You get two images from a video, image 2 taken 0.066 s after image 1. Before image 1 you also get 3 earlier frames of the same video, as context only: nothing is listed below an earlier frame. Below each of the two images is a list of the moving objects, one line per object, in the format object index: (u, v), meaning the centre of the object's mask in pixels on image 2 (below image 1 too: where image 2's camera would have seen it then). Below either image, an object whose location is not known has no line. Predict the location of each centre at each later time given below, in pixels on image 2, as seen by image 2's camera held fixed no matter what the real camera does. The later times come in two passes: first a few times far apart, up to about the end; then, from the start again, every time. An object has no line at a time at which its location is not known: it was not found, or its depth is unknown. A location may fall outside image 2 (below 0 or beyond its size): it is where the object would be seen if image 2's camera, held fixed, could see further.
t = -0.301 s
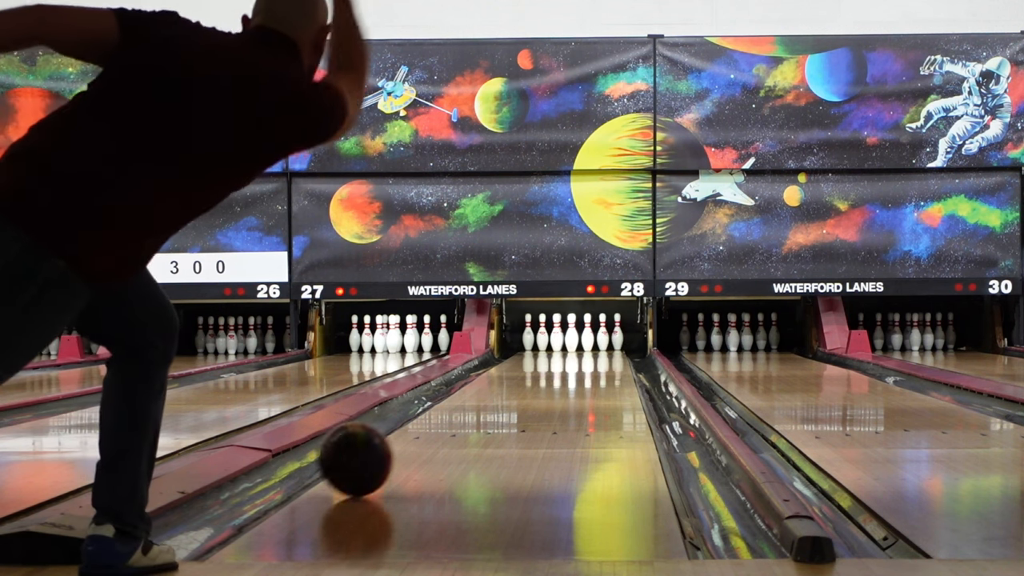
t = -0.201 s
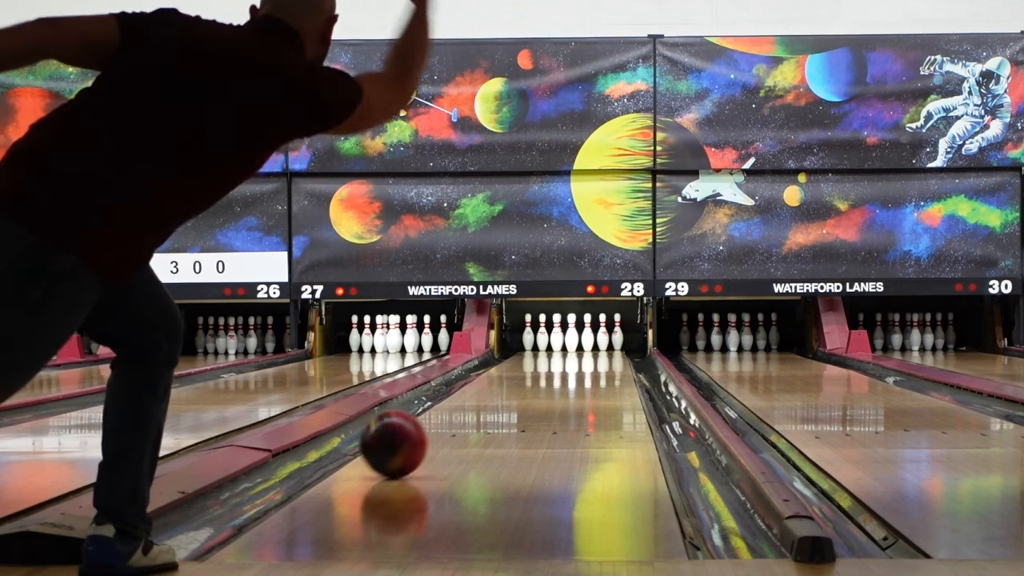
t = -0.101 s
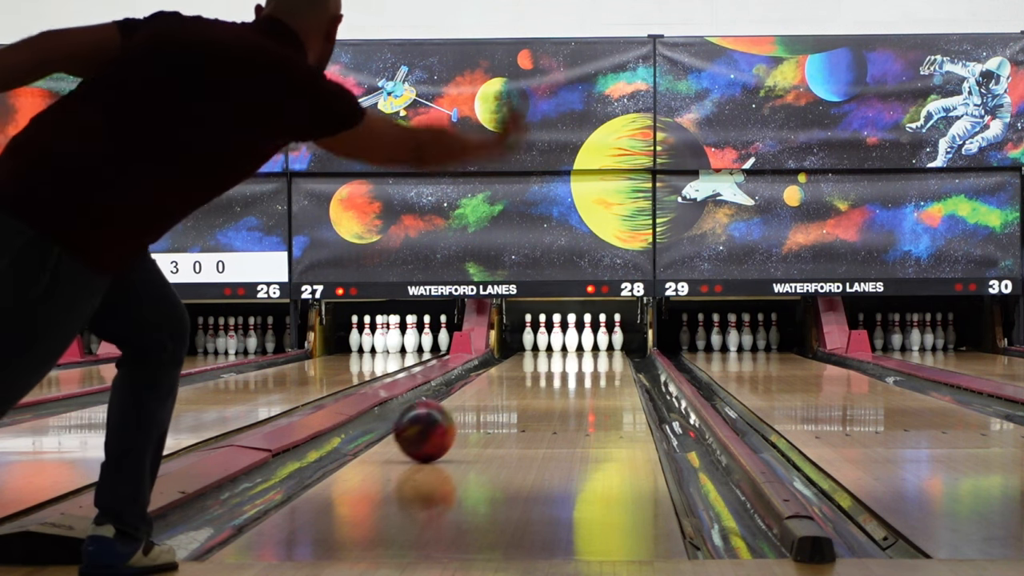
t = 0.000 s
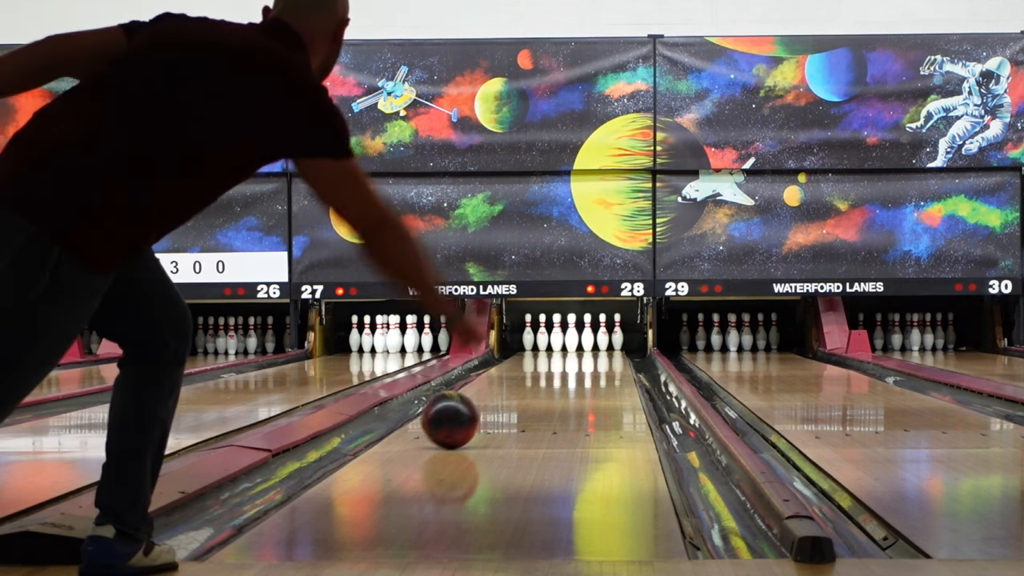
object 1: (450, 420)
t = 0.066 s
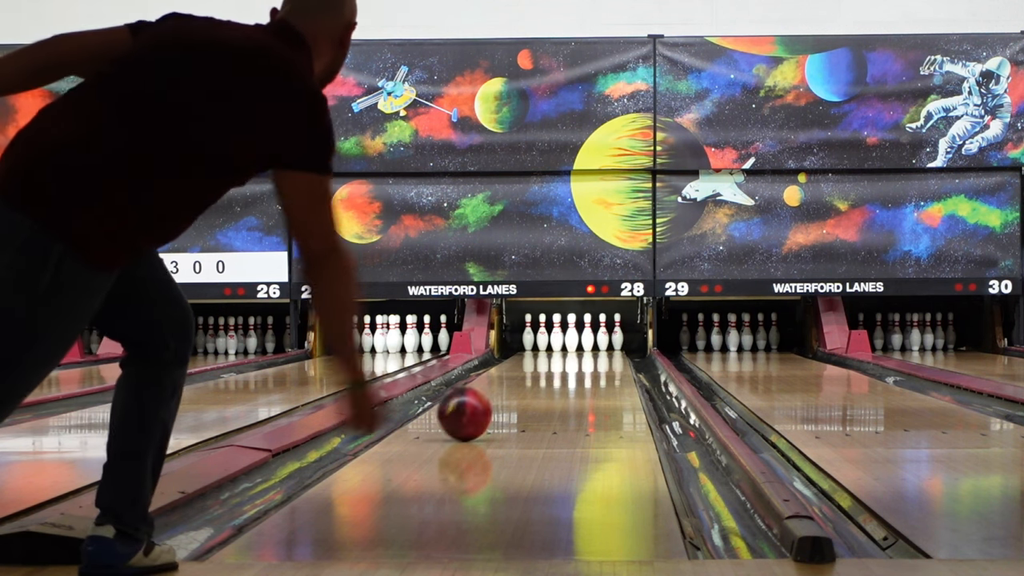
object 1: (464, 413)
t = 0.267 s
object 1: (500, 399)
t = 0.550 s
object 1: (536, 382)
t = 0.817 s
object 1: (560, 371)
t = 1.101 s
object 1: (577, 362)
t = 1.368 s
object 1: (587, 355)
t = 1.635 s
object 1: (592, 351)
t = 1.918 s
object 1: (591, 346)
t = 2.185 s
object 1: (580, 343)
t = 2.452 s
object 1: (571, 340)
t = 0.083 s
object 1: (468, 412)
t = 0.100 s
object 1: (471, 410)
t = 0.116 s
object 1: (474, 409)
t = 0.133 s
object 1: (477, 407)
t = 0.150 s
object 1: (481, 406)
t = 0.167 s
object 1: (484, 405)
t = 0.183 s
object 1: (487, 404)
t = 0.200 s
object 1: (490, 403)
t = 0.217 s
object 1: (492, 402)
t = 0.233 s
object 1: (495, 401)
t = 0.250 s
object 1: (498, 400)
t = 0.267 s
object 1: (500, 399)
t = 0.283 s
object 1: (503, 398)
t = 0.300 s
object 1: (505, 397)
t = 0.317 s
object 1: (508, 395)
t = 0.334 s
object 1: (510, 394)
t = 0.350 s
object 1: (513, 393)
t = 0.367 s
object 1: (515, 392)
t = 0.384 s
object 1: (517, 391)
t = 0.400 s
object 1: (519, 390)
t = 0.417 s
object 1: (521, 389)
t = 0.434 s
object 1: (523, 388)
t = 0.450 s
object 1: (525, 388)
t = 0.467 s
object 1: (527, 387)
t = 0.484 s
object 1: (529, 386)
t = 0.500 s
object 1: (531, 385)
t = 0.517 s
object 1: (533, 384)
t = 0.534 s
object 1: (534, 383)
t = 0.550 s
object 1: (536, 382)
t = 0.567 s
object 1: (538, 381)
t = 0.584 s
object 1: (540, 380)
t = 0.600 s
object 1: (541, 380)
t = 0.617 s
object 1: (543, 379)
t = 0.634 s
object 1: (545, 378)
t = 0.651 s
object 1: (546, 377)
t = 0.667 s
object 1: (547, 377)
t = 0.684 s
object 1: (549, 376)
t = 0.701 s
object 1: (550, 375)
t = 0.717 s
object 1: (552, 375)
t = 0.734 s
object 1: (553, 374)
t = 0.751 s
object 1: (554, 373)
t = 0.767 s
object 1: (556, 373)
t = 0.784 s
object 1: (557, 372)
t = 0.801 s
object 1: (558, 371)
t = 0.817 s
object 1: (560, 371)
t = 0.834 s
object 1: (561, 370)
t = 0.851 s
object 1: (562, 370)
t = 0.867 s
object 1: (563, 369)
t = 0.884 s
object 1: (564, 368)
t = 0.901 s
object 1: (565, 368)
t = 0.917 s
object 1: (566, 367)
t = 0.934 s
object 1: (567, 367)
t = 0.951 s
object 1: (568, 366)
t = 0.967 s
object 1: (569, 366)
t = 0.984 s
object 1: (570, 365)
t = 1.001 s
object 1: (571, 365)
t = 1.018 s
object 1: (572, 364)
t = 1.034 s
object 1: (573, 364)
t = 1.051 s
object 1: (574, 363)
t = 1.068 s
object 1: (575, 363)
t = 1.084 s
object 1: (576, 362)
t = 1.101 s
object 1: (577, 362)
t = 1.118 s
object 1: (577, 361)
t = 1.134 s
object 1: (578, 361)
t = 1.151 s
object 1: (578, 360)
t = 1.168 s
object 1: (580, 360)
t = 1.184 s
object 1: (580, 360)
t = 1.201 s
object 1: (581, 359)
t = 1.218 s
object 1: (582, 359)
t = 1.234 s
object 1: (582, 358)
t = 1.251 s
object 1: (583, 358)
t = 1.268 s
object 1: (584, 357)
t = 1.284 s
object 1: (584, 357)
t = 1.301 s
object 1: (585, 356)
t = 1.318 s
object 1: (585, 356)
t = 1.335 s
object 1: (586, 356)
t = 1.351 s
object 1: (586, 356)
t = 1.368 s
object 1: (587, 355)
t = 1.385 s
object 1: (588, 355)
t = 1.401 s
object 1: (588, 355)
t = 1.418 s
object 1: (588, 354)
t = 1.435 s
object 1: (589, 354)
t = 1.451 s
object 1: (589, 353)
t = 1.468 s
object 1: (589, 353)
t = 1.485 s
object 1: (590, 353)
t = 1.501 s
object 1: (590, 353)
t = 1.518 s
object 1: (591, 352)
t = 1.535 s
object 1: (591, 352)
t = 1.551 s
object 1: (591, 352)
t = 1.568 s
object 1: (591, 352)
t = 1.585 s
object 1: (592, 351)
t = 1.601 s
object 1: (592, 351)
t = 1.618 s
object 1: (592, 351)
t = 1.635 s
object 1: (592, 351)
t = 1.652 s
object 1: (593, 350)
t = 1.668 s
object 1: (593, 350)
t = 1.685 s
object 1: (593, 350)
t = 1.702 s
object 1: (593, 349)
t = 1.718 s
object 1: (593, 349)
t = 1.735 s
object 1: (593, 349)
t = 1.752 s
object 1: (593, 349)
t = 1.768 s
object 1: (593, 348)
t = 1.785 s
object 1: (593, 348)
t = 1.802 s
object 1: (593, 348)
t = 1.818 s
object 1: (593, 348)
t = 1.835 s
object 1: (593, 347)
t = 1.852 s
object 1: (592, 347)
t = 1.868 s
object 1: (592, 347)
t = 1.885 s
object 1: (592, 347)
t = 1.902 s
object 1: (591, 346)
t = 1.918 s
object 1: (591, 346)
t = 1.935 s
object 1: (590, 346)
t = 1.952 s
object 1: (590, 346)
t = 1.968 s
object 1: (590, 345)
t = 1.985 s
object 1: (589, 345)
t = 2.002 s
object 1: (588, 345)
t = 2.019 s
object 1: (588, 345)
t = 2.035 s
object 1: (587, 345)
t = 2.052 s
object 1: (587, 345)
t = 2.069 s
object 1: (586, 344)
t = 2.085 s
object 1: (585, 344)
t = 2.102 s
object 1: (585, 344)
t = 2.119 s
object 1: (584, 344)
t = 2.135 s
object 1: (583, 343)
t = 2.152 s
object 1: (582, 343)
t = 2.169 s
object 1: (581, 343)
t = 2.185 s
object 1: (580, 343)
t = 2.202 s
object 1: (580, 343)
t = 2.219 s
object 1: (578, 342)
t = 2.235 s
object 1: (577, 342)
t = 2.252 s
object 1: (577, 341)
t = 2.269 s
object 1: (576, 341)
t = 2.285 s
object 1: (577, 341)
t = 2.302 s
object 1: (576, 341)
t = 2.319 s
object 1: (577, 341)
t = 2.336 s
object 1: (576, 341)
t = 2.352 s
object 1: (576, 341)
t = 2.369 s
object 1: (574, 341)
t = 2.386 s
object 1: (574, 341)
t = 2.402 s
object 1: (573, 340)
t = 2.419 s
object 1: (573, 340)
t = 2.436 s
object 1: (572, 341)
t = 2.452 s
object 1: (571, 340)
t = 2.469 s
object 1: (571, 340)
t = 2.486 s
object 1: (569, 340)
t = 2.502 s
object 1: (568, 340)
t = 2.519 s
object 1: (568, 340)
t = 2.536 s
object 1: (567, 340)
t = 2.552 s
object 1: (566, 341)
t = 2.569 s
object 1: (565, 341)
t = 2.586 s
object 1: (565, 340)
